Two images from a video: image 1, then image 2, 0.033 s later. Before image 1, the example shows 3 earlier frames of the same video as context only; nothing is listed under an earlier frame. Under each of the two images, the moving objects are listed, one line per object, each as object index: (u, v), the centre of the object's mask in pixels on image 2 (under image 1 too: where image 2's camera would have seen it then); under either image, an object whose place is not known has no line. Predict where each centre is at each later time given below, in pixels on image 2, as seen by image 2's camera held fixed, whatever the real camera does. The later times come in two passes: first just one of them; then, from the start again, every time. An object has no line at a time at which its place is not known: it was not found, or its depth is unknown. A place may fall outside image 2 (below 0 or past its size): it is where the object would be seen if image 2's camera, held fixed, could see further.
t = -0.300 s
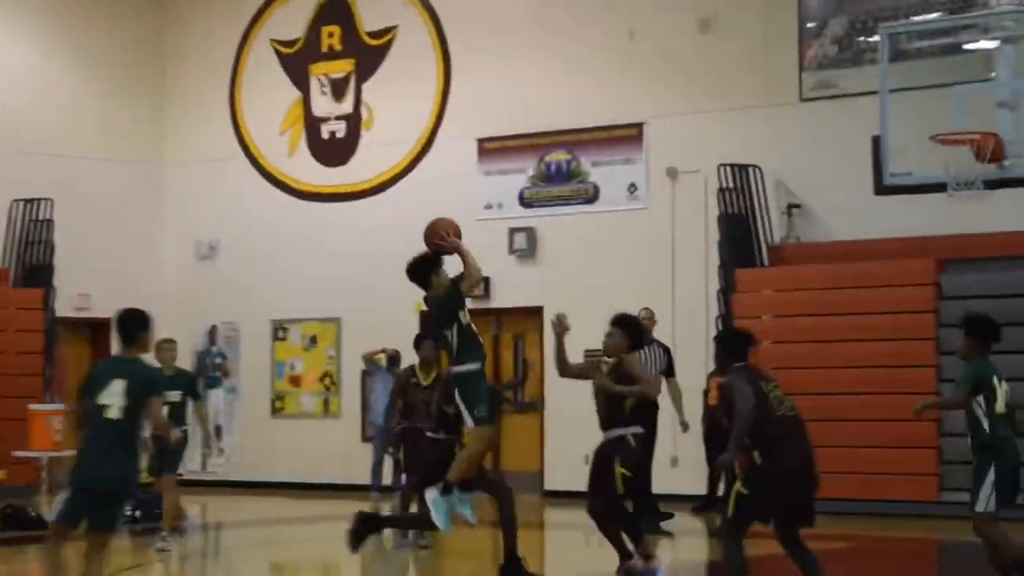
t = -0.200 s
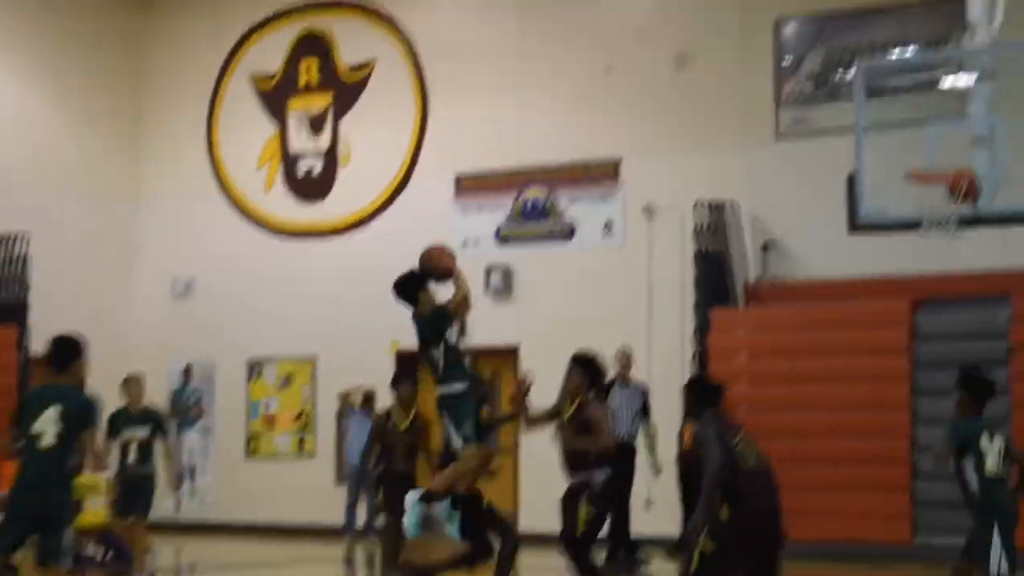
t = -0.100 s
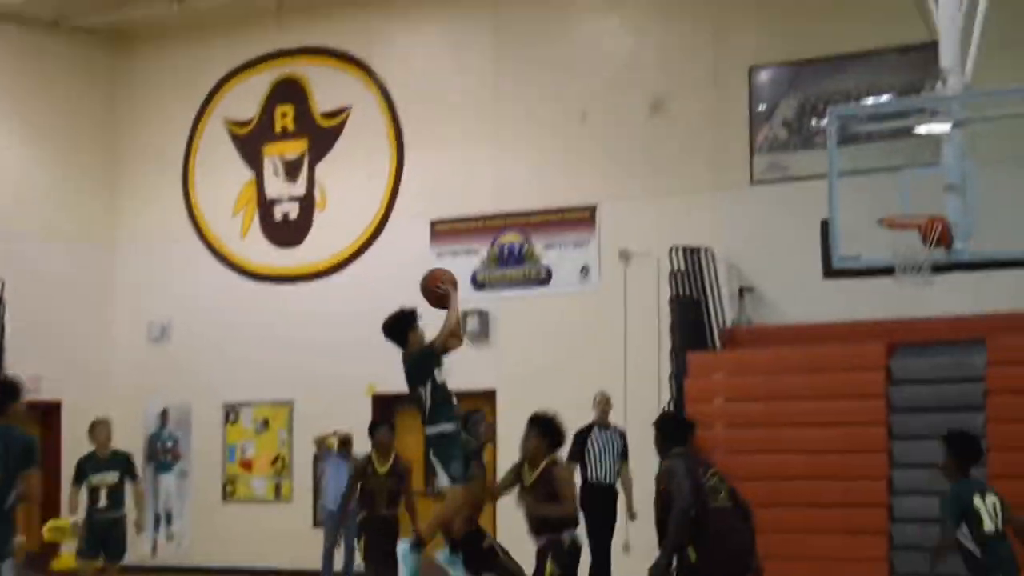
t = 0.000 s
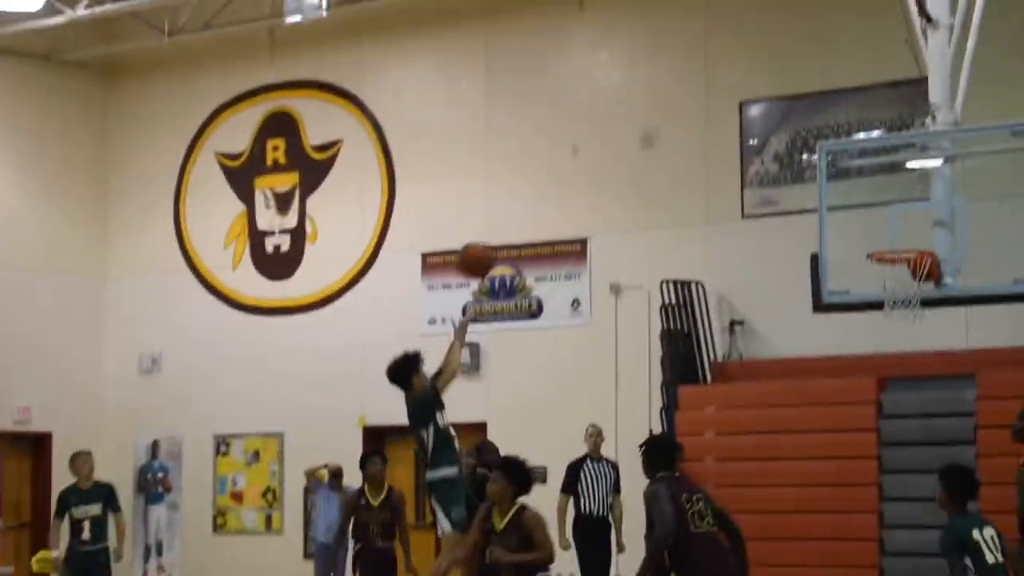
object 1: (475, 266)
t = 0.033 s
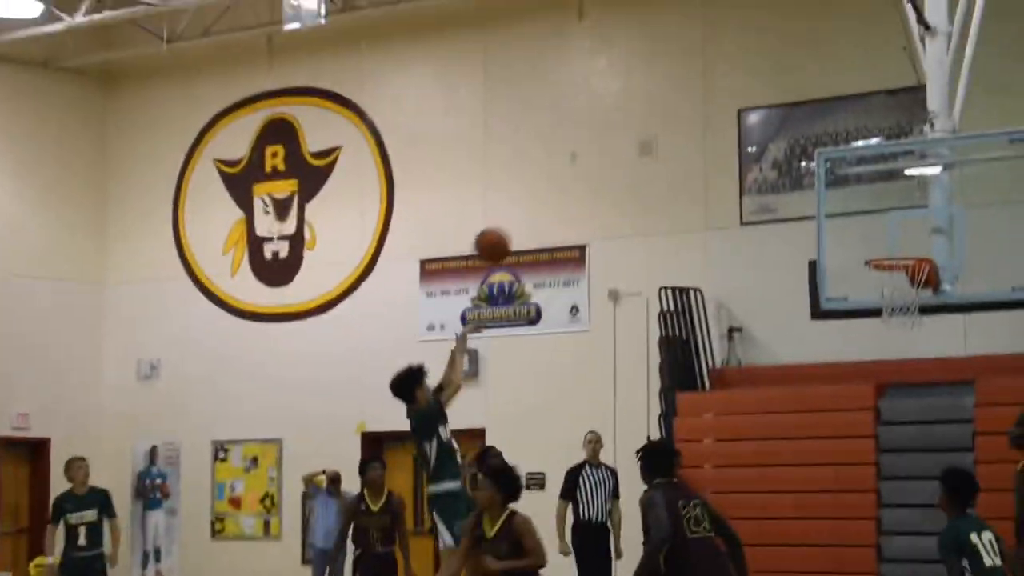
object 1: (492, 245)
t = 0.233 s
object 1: (598, 158)
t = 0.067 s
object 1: (510, 226)
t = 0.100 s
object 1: (527, 209)
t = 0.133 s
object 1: (545, 194)
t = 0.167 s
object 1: (563, 181)
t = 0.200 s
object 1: (580, 168)
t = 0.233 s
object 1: (598, 158)
